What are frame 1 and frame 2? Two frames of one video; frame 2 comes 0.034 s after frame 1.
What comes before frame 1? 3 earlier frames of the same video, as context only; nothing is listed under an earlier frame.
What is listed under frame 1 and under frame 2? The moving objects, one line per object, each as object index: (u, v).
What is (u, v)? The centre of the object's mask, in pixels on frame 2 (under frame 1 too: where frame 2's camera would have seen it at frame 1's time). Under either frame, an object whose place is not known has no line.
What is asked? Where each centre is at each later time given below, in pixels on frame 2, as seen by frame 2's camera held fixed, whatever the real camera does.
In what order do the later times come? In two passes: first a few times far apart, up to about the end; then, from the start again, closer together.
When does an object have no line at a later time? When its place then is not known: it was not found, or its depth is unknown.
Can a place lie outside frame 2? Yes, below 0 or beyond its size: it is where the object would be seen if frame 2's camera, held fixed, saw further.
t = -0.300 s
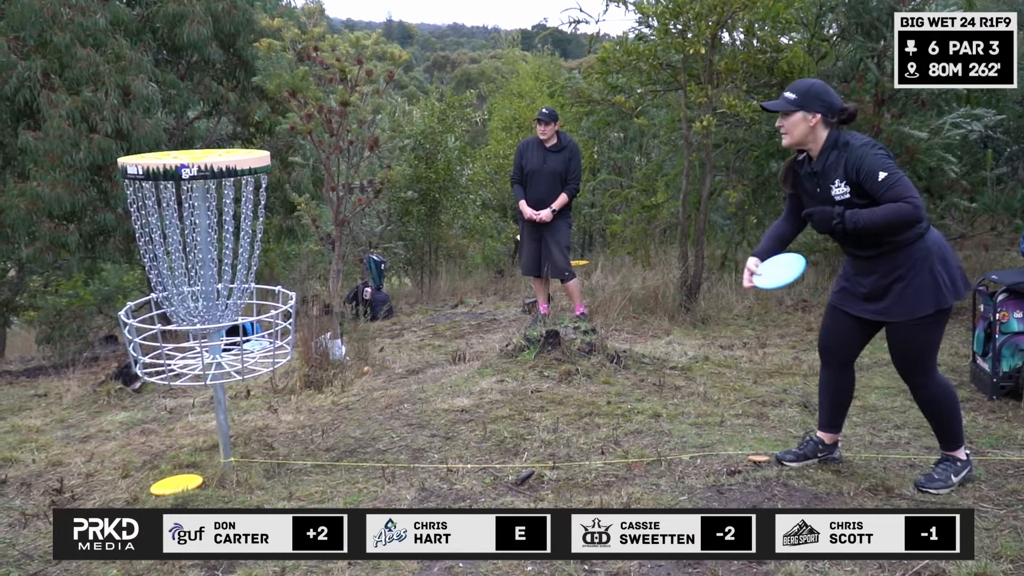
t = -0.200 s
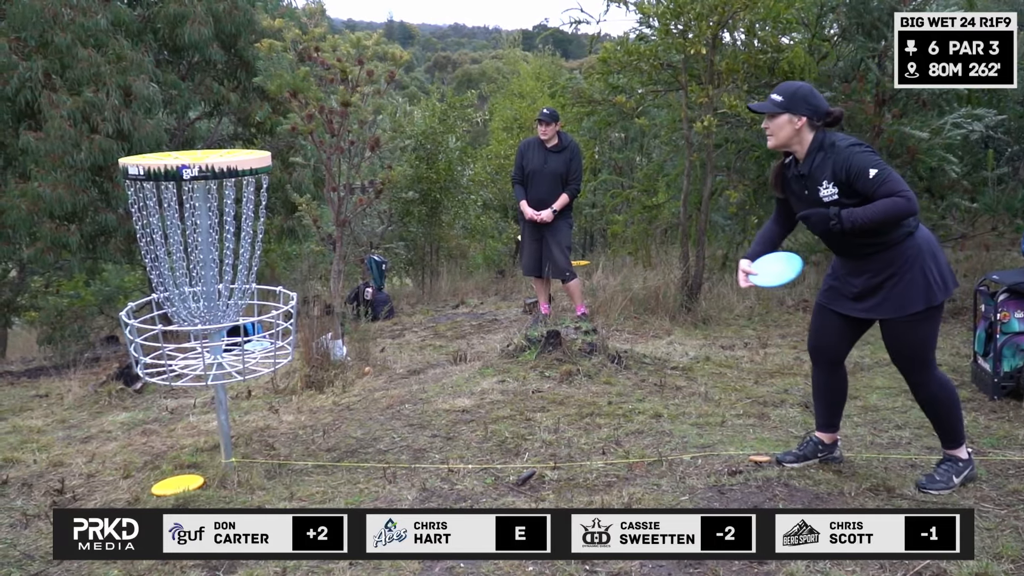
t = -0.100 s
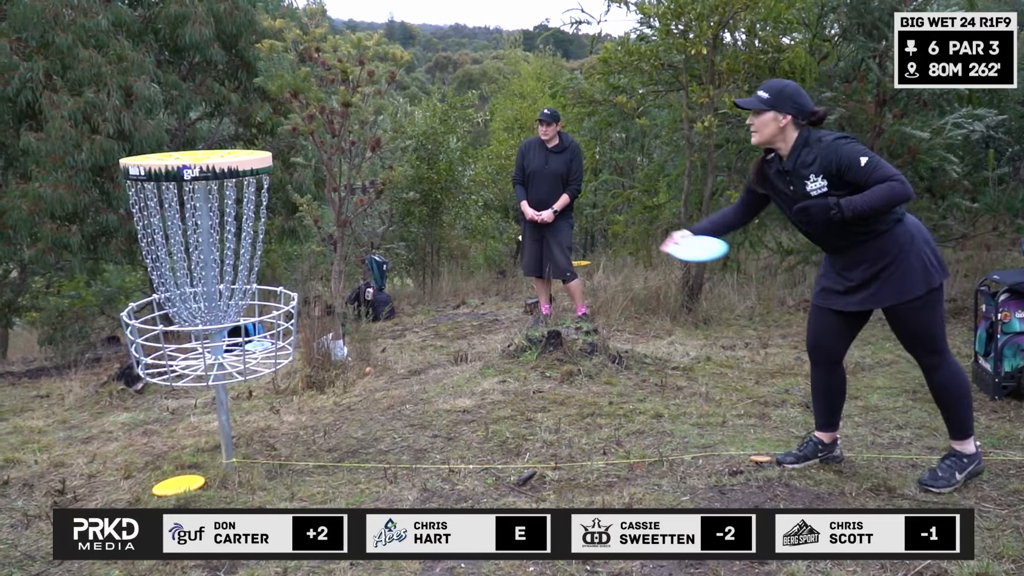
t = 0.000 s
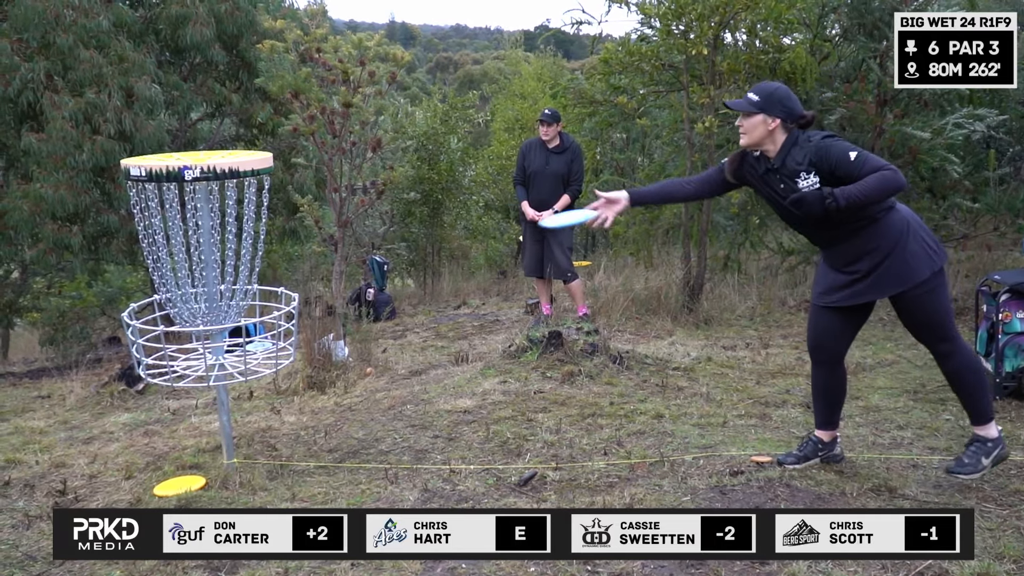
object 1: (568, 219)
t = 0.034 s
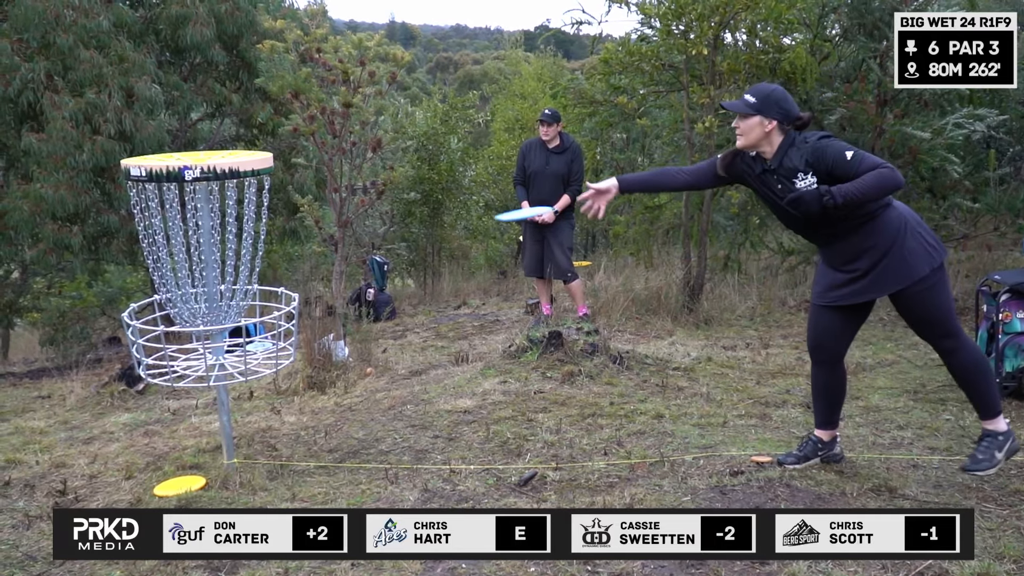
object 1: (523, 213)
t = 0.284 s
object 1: (258, 246)
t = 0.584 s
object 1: (249, 332)
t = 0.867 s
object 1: (262, 331)
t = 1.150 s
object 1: (254, 342)
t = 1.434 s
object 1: (254, 347)
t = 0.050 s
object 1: (500, 212)
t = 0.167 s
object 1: (353, 222)
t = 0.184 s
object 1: (333, 226)
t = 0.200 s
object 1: (313, 230)
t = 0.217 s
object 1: (293, 234)
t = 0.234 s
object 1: (278, 238)
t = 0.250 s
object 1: (271, 240)
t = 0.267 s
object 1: (262, 243)
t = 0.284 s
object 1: (258, 246)
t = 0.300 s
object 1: (254, 249)
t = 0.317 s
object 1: (250, 254)
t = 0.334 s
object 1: (244, 257)
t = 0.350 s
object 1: (240, 262)
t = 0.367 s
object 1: (238, 266)
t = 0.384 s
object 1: (237, 269)
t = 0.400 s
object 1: (237, 272)
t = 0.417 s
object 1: (237, 277)
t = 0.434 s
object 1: (237, 283)
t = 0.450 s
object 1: (238, 287)
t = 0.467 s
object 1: (238, 292)
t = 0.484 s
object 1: (242, 298)
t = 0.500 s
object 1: (244, 303)
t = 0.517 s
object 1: (243, 315)
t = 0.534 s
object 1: (244, 323)
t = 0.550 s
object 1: (245, 330)
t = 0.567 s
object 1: (248, 331)
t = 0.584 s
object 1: (249, 332)
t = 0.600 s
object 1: (251, 331)
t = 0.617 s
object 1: (254, 333)
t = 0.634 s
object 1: (258, 335)
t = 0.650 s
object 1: (259, 335)
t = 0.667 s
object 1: (263, 334)
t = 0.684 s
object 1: (262, 331)
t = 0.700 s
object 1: (265, 330)
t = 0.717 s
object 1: (267, 329)
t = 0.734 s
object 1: (267, 329)
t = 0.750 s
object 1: (266, 330)
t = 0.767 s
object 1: (265, 330)
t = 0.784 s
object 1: (265, 329)
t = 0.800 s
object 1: (265, 329)
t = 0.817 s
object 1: (265, 330)
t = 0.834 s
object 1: (265, 330)
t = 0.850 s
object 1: (263, 330)
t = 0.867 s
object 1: (262, 331)
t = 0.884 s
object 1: (262, 331)
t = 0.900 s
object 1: (261, 332)
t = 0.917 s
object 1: (260, 333)
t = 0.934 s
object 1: (260, 335)
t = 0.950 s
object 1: (260, 336)
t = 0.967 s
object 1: (257, 337)
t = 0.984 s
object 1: (256, 338)
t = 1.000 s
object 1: (255, 341)
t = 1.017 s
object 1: (257, 344)
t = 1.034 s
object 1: (252, 346)
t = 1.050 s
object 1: (252, 347)
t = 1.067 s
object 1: (252, 345)
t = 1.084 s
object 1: (253, 344)
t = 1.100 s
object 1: (253, 342)
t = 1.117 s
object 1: (253, 342)
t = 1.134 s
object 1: (254, 341)
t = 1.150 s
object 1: (254, 342)
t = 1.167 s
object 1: (254, 342)
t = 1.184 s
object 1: (254, 342)
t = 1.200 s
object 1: (254, 343)
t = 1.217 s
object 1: (255, 344)
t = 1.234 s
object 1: (254, 346)
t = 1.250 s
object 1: (254, 347)
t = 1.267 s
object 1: (254, 346)
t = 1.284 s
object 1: (254, 346)
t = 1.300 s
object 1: (254, 345)
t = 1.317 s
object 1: (253, 346)
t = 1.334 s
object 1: (253, 346)
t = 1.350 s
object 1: (253, 346)
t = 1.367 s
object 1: (253, 346)
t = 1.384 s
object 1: (254, 347)
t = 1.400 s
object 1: (254, 347)
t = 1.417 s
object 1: (254, 347)
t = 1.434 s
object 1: (254, 347)
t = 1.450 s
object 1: (254, 347)
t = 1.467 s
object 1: (254, 347)
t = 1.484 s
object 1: (254, 347)
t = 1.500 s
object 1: (253, 347)
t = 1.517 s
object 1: (253, 347)
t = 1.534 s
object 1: (253, 347)
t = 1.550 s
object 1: (253, 347)
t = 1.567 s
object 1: (253, 347)
